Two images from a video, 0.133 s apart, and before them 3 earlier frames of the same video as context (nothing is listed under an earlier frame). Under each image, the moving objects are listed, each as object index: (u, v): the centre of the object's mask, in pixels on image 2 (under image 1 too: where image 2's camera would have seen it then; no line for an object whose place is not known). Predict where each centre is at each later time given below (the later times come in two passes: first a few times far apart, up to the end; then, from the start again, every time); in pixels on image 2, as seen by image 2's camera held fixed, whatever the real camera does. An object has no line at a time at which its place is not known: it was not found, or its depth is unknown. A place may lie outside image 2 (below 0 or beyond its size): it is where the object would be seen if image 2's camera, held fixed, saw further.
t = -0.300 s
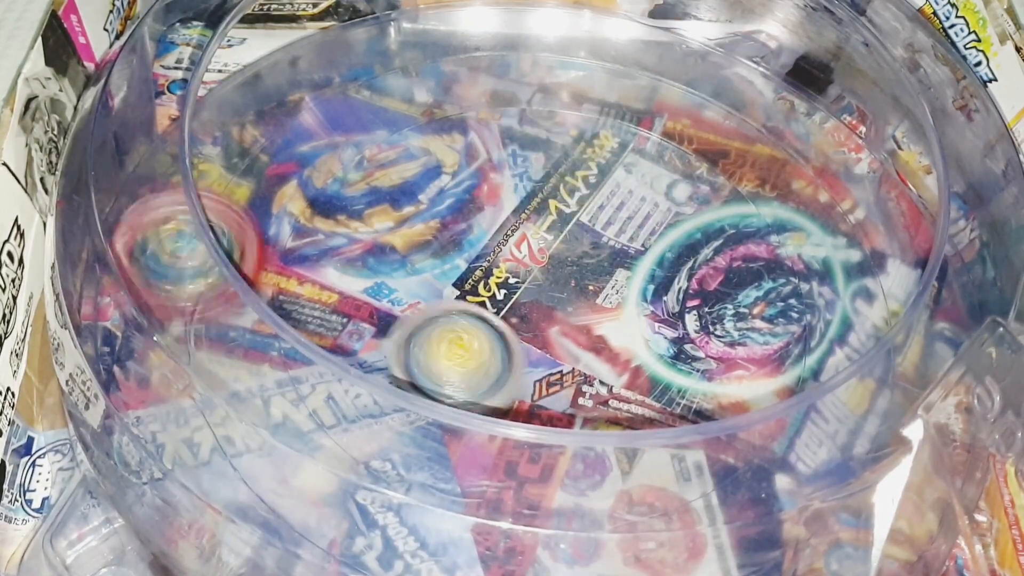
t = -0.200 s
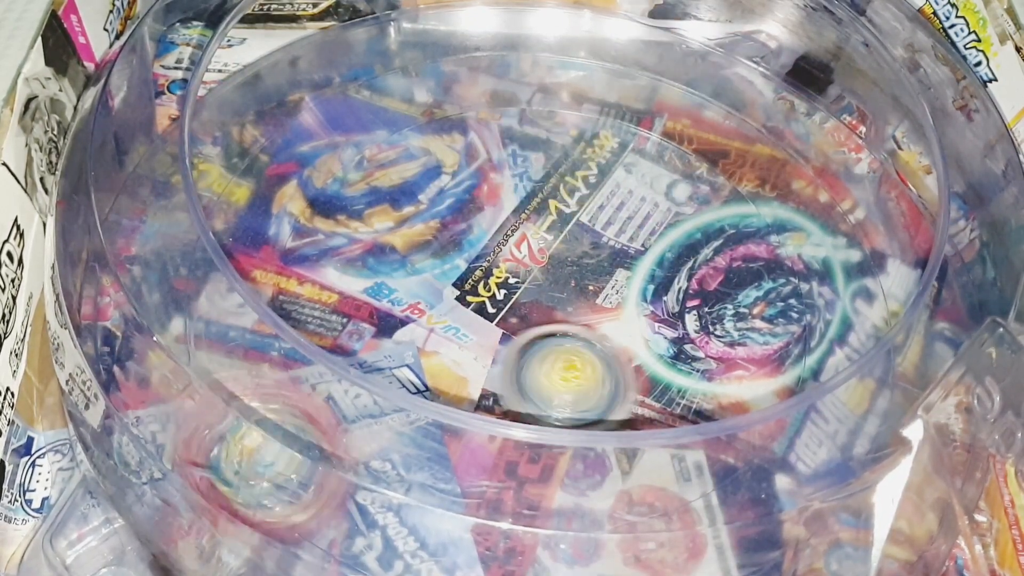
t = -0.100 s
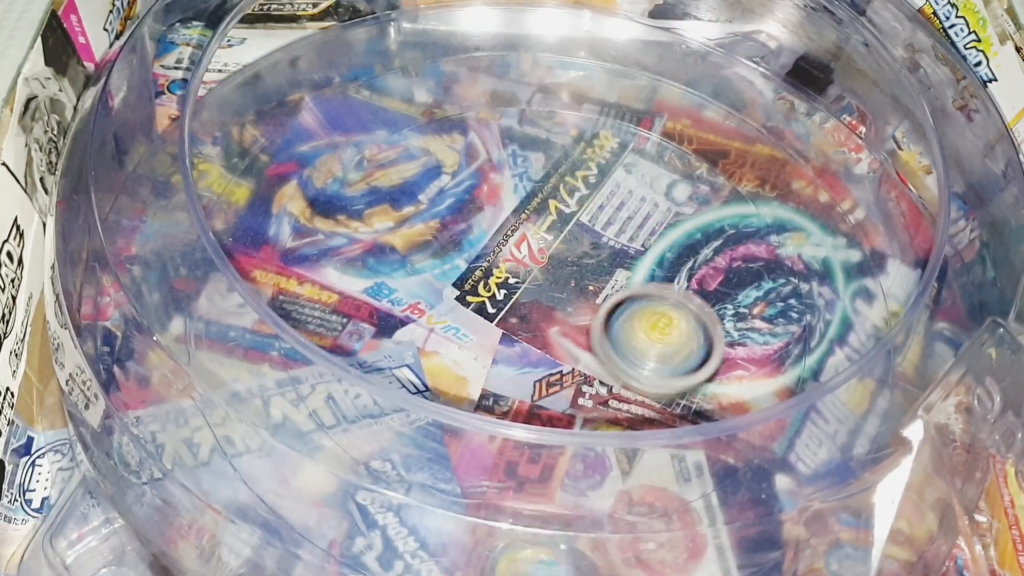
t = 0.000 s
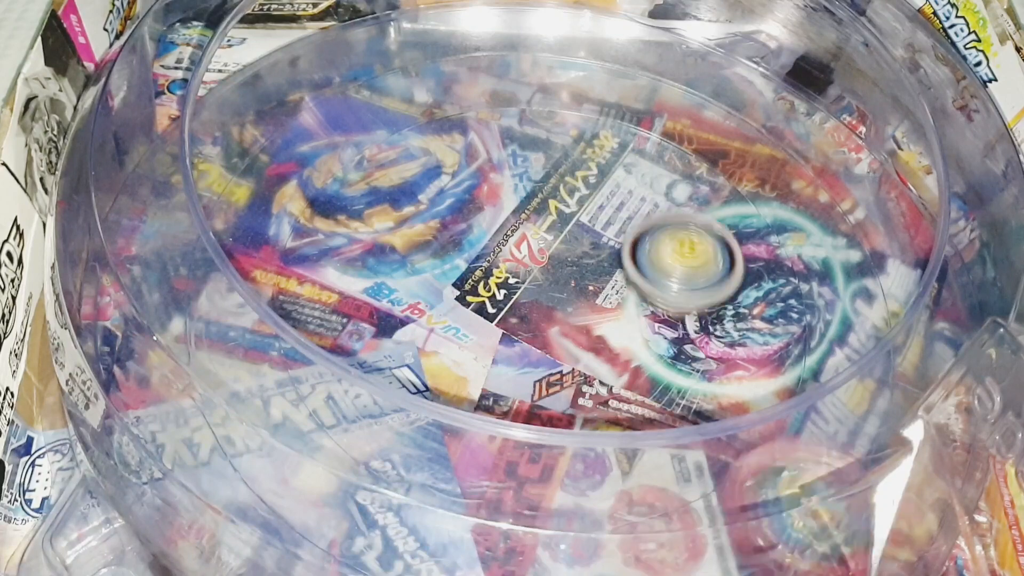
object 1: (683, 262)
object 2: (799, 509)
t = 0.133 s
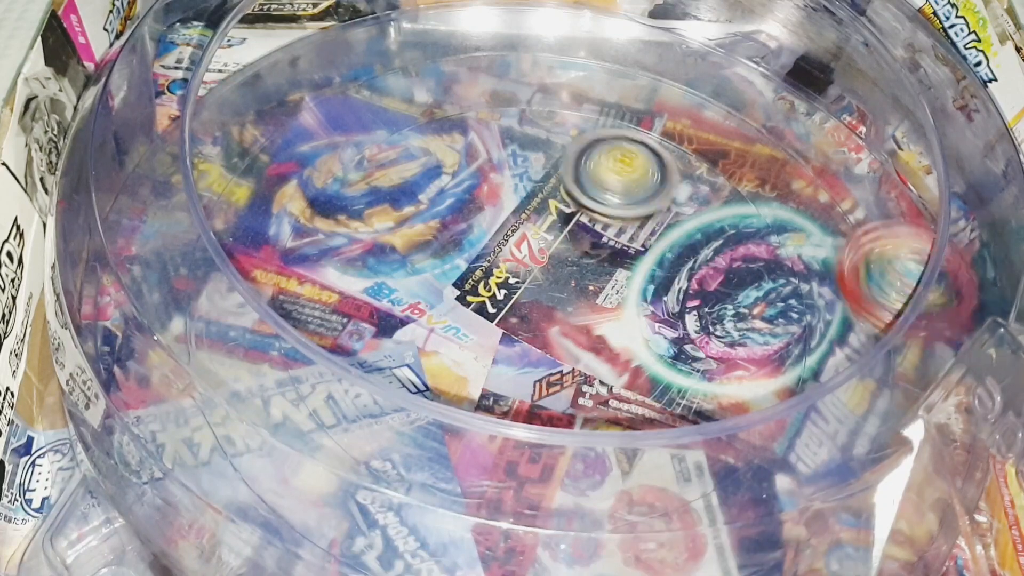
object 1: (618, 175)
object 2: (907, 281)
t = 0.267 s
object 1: (508, 165)
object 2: (774, 97)
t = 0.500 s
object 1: (441, 321)
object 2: (404, 39)
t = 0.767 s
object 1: (672, 319)
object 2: (269, 452)
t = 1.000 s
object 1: (609, 178)
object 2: (899, 324)
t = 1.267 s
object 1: (452, 260)
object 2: (614, 23)
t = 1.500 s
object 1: (578, 372)
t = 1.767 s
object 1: (644, 248)
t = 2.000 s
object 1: (485, 225)
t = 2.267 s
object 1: (538, 377)
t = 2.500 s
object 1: (669, 309)
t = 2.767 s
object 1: (525, 202)
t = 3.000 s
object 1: (452, 334)
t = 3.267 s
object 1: (641, 338)
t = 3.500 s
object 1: (570, 214)
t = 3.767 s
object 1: (436, 311)
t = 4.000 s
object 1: (592, 357)
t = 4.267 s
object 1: (568, 217)
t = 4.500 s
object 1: (441, 276)
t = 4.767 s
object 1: (604, 333)
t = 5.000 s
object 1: (572, 215)
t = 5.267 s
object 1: (446, 283)
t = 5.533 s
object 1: (619, 324)
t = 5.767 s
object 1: (582, 208)
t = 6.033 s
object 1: (471, 285)
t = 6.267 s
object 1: (596, 336)
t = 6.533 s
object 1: (601, 276)
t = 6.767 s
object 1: (567, 288)
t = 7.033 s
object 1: (571, 315)
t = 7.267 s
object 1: (584, 304)
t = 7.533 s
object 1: (586, 262)
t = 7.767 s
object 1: (525, 245)
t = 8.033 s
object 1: (482, 275)
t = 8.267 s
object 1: (501, 318)
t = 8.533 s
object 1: (558, 322)
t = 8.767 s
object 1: (584, 305)
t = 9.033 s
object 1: (572, 275)
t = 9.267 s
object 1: (561, 287)
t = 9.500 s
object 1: (575, 300)
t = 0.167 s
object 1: (593, 166)
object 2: (882, 225)
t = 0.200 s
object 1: (565, 162)
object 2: (856, 175)
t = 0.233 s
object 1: (536, 161)
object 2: (820, 132)
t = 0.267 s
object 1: (508, 165)
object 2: (774, 97)
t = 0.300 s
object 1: (480, 175)
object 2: (729, 72)
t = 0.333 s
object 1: (456, 191)
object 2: (674, 51)
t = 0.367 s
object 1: (437, 211)
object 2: (623, 36)
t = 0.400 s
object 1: (425, 235)
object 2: (567, 31)
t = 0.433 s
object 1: (421, 262)
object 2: (513, 32)
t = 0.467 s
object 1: (426, 291)
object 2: (456, 33)
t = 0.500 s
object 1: (441, 321)
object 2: (404, 39)
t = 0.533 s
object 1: (465, 345)
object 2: (355, 53)
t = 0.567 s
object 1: (494, 362)
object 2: (306, 80)
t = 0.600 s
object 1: (531, 371)
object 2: (261, 117)
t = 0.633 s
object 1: (565, 374)
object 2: (227, 160)
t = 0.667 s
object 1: (601, 369)
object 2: (195, 217)
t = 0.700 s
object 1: (631, 360)
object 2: (189, 282)
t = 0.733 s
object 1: (655, 341)
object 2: (204, 367)
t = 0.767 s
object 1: (672, 319)
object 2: (269, 452)
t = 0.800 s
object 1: (681, 295)
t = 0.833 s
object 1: (684, 271)
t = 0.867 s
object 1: (679, 248)
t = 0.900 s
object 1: (669, 226)
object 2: (735, 521)
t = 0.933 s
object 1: (652, 205)
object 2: (816, 482)
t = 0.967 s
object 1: (634, 189)
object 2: (881, 402)
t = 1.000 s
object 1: (609, 178)
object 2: (899, 324)
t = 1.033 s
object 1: (586, 173)
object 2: (882, 248)
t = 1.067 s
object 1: (560, 173)
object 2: (881, 192)
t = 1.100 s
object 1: (534, 176)
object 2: (852, 127)
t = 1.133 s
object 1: (511, 184)
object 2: (798, 91)
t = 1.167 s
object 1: (491, 198)
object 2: (749, 65)
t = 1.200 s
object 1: (474, 215)
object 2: (699, 35)
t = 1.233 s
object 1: (461, 235)
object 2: (654, 29)
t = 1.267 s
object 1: (452, 260)
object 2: (614, 23)
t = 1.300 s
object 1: (454, 286)
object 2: (575, 21)
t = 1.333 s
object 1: (462, 312)
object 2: (544, 17)
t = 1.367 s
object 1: (478, 337)
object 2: (518, 17)
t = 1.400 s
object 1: (501, 353)
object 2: (494, 16)
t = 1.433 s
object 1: (527, 365)
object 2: (471, 15)
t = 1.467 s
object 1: (553, 371)
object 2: (449, 16)
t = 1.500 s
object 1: (578, 372)
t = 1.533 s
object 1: (601, 367)
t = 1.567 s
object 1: (620, 359)
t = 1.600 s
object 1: (634, 345)
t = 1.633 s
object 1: (645, 329)
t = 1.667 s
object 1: (653, 309)
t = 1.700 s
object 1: (655, 289)
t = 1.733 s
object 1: (653, 268)
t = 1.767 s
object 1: (644, 248)
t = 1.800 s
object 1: (629, 231)
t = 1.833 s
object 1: (610, 216)
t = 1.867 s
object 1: (587, 207)
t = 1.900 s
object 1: (562, 202)
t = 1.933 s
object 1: (535, 203)
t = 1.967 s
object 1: (510, 212)
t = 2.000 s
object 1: (485, 225)
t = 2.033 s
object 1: (465, 243)
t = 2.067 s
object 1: (452, 263)
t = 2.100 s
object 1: (447, 287)
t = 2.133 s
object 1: (451, 311)
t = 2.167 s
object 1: (463, 336)
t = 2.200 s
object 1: (483, 355)
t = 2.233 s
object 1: (510, 369)
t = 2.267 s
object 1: (538, 377)
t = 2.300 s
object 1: (566, 380)
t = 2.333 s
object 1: (592, 378)
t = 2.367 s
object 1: (613, 374)
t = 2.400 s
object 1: (635, 363)
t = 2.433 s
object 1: (651, 350)
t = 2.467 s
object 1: (664, 330)
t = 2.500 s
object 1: (669, 309)
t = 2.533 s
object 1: (670, 288)
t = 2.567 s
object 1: (662, 266)
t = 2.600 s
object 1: (649, 245)
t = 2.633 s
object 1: (629, 229)
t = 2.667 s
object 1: (606, 215)
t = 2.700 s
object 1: (581, 206)
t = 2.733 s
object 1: (554, 201)
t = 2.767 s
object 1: (525, 202)
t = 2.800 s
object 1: (499, 213)
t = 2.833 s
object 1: (475, 226)
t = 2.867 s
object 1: (455, 244)
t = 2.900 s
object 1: (443, 262)
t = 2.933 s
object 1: (437, 285)
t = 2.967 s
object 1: (441, 310)
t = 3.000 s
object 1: (452, 334)
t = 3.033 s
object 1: (471, 351)
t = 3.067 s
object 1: (494, 364)
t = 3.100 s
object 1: (521, 371)
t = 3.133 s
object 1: (548, 374)
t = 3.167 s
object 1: (576, 373)
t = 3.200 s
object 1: (601, 366)
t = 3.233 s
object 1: (623, 354)
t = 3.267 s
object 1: (641, 338)
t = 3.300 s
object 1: (652, 318)
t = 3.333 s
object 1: (654, 297)
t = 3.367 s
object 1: (650, 276)
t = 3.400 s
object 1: (638, 256)
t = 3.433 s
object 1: (620, 239)
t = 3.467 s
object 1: (596, 224)
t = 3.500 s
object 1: (570, 214)
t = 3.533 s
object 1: (541, 209)
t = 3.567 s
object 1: (513, 209)
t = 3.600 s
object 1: (486, 216)
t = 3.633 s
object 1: (463, 229)
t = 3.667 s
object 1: (445, 246)
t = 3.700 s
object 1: (434, 266)
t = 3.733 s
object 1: (430, 288)
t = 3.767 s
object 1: (436, 311)
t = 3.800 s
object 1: (448, 333)
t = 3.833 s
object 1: (468, 348)
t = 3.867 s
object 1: (490, 360)
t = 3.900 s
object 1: (517, 367)
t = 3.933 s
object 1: (544, 368)
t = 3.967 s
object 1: (569, 364)
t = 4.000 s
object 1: (592, 357)
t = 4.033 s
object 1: (612, 341)
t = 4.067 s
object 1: (626, 323)
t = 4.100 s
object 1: (631, 302)
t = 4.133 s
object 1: (631, 281)
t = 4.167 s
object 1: (622, 262)
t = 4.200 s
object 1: (610, 243)
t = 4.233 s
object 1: (590, 228)
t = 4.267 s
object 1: (568, 217)
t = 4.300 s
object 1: (543, 211)
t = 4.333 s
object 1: (520, 211)
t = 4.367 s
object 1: (496, 215)
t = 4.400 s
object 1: (475, 224)
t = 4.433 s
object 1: (456, 238)
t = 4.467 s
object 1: (445, 256)
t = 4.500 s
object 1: (441, 276)
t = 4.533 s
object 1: (446, 297)
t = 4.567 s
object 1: (459, 318)
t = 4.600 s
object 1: (479, 337)
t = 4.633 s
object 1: (504, 349)
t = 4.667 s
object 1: (531, 355)
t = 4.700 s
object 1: (559, 356)
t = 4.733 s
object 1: (584, 347)
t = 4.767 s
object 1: (604, 333)
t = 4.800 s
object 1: (618, 316)
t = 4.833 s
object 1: (625, 297)
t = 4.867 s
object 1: (626, 276)
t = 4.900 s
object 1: (620, 258)
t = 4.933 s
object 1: (609, 240)
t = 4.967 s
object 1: (591, 225)
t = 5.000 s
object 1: (572, 215)
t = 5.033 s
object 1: (549, 209)
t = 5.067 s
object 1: (526, 207)
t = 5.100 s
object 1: (504, 211)
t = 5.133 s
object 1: (482, 217)
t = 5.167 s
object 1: (463, 229)
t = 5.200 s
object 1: (450, 244)
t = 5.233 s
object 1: (444, 262)
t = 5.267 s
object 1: (446, 283)
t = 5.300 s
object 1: (456, 303)
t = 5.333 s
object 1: (474, 322)
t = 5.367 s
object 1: (497, 337)
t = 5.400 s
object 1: (524, 347)
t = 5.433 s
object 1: (551, 351)
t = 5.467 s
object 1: (577, 346)
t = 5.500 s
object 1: (600, 337)
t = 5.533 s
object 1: (619, 324)
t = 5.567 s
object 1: (633, 305)
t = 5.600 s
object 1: (638, 286)
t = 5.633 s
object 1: (637, 267)
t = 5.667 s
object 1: (630, 249)
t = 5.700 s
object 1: (618, 231)
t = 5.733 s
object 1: (600, 218)
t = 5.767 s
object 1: (582, 208)
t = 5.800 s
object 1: (560, 202)
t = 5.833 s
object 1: (540, 201)
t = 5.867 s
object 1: (521, 206)
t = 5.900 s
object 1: (502, 216)
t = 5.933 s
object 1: (486, 229)
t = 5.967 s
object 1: (475, 246)
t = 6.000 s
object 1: (469, 265)
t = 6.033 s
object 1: (471, 285)
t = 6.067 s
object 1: (481, 305)
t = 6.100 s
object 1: (496, 323)
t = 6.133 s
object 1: (518, 336)
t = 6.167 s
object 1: (541, 343)
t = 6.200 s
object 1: (561, 346)
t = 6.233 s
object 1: (580, 344)
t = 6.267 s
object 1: (596, 336)
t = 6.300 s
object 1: (610, 329)
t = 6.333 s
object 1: (617, 322)
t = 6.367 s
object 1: (621, 311)
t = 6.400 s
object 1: (621, 298)
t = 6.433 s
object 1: (617, 285)
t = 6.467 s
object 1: (610, 272)
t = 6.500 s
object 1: (602, 268)
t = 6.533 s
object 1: (601, 276)
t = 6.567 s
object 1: (596, 280)
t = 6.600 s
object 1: (591, 281)
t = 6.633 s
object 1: (586, 281)
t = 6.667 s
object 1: (581, 281)
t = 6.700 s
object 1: (576, 282)
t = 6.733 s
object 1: (571, 285)
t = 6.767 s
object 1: (567, 288)
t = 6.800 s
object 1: (564, 291)
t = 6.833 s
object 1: (561, 297)
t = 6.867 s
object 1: (560, 301)
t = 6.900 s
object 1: (561, 305)
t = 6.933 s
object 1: (562, 309)
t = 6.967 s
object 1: (565, 313)
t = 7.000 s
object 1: (568, 314)
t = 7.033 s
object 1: (571, 315)
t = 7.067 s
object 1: (573, 314)
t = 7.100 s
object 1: (575, 313)
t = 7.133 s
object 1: (576, 312)
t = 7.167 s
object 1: (575, 310)
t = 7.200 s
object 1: (574, 307)
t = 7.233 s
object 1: (573, 305)
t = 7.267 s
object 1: (584, 304)
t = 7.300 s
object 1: (589, 302)
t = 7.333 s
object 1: (590, 298)
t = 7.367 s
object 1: (594, 293)
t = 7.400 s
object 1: (597, 286)
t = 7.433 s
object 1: (596, 280)
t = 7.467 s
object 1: (594, 273)
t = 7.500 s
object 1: (588, 268)
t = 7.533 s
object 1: (586, 262)
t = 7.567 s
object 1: (580, 257)
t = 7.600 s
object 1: (572, 253)
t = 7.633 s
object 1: (564, 248)
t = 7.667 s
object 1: (555, 246)
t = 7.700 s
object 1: (545, 243)
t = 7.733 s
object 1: (535, 242)
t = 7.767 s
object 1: (525, 245)
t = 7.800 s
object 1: (516, 246)
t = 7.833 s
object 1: (509, 251)
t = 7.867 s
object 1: (502, 254)
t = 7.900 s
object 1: (494, 255)
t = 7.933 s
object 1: (491, 260)
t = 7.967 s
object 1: (490, 266)
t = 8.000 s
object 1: (484, 270)
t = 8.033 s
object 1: (482, 275)
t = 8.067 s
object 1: (484, 282)
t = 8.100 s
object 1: (484, 289)
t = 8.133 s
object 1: (481, 294)
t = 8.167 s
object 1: (485, 300)
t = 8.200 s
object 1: (492, 306)
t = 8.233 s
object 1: (498, 311)
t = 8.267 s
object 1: (501, 318)
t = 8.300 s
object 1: (510, 322)
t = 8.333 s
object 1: (520, 322)
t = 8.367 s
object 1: (529, 323)
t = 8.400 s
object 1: (533, 326)
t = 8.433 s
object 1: (540, 325)
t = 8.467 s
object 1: (547, 322)
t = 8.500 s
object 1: (553, 318)
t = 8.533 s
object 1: (558, 322)
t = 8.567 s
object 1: (564, 322)
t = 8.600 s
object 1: (569, 319)
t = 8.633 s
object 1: (574, 313)
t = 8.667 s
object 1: (575, 307)
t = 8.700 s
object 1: (576, 298)
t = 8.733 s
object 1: (580, 299)
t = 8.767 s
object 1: (584, 305)
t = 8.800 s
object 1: (587, 305)
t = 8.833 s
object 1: (588, 300)
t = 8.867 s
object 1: (589, 295)
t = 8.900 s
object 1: (587, 288)
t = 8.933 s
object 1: (583, 282)
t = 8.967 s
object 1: (576, 276)
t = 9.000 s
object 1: (570, 273)
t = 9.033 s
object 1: (572, 275)
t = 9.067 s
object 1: (573, 278)
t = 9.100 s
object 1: (569, 279)
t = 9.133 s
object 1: (569, 281)
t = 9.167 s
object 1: (570, 284)
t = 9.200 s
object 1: (568, 285)
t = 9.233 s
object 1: (564, 286)
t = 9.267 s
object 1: (561, 287)
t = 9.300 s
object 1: (557, 289)
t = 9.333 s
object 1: (557, 291)
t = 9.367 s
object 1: (559, 295)
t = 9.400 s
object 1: (562, 298)
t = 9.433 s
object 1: (568, 300)
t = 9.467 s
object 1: (572, 300)
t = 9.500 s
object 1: (575, 300)
